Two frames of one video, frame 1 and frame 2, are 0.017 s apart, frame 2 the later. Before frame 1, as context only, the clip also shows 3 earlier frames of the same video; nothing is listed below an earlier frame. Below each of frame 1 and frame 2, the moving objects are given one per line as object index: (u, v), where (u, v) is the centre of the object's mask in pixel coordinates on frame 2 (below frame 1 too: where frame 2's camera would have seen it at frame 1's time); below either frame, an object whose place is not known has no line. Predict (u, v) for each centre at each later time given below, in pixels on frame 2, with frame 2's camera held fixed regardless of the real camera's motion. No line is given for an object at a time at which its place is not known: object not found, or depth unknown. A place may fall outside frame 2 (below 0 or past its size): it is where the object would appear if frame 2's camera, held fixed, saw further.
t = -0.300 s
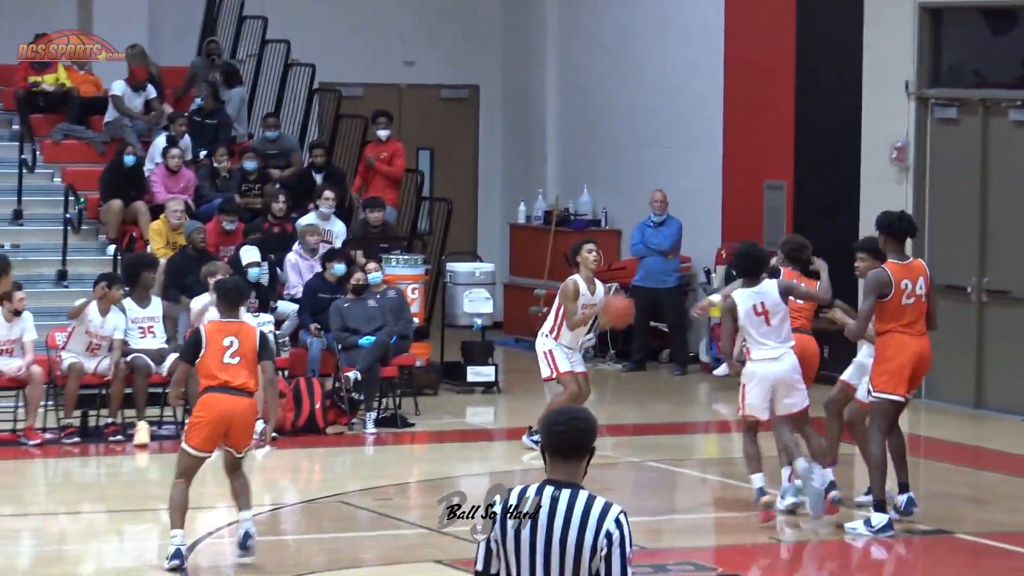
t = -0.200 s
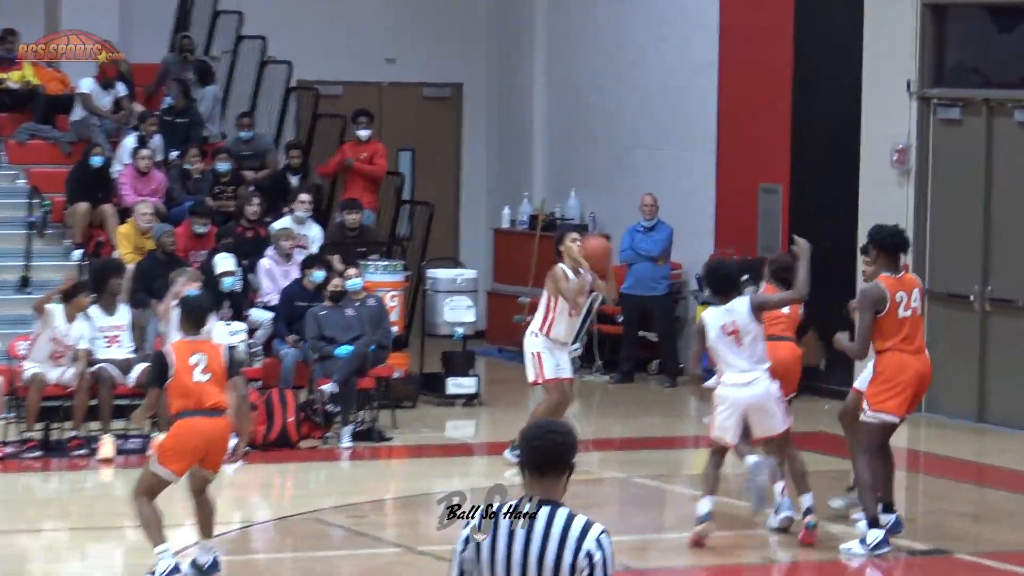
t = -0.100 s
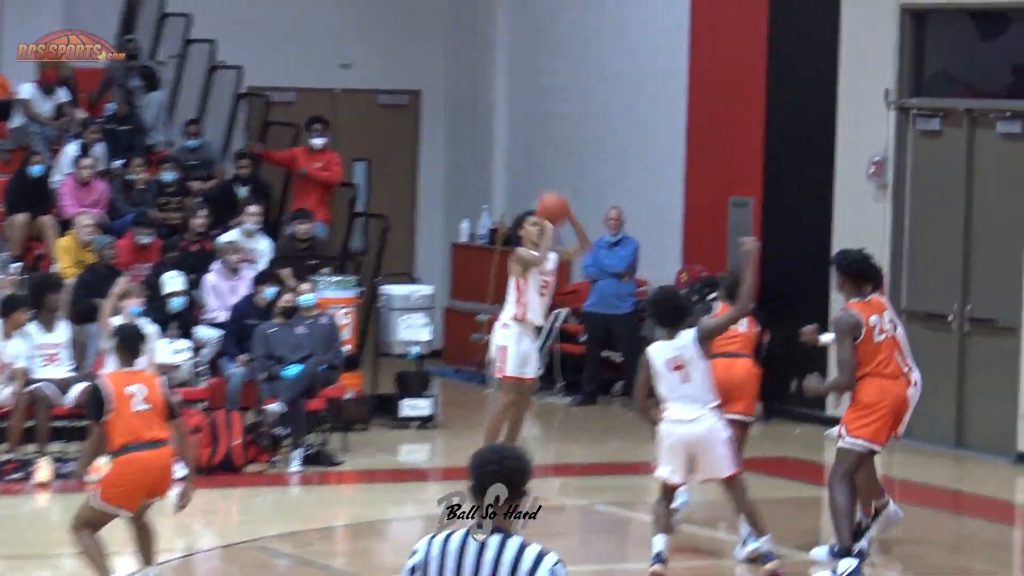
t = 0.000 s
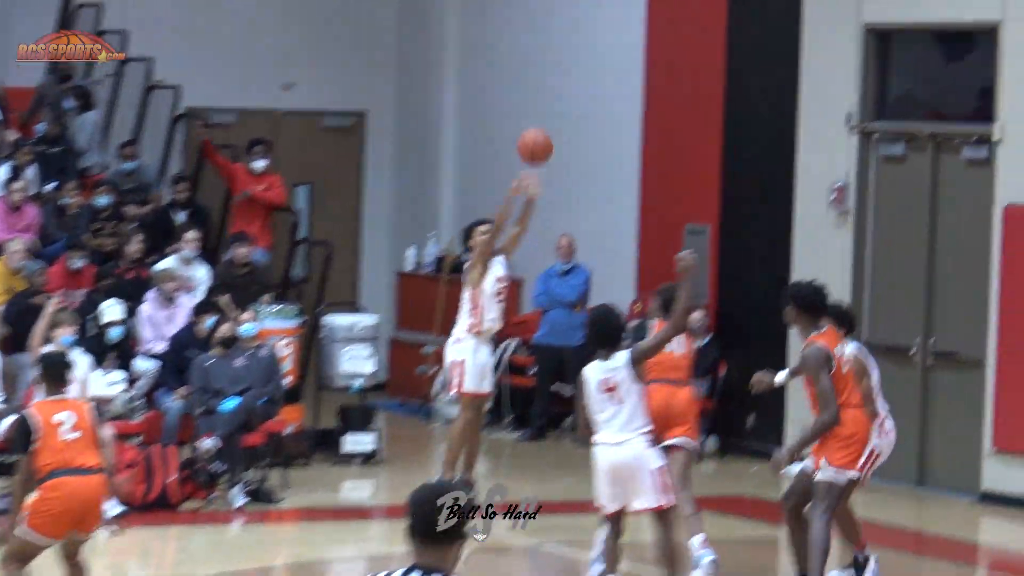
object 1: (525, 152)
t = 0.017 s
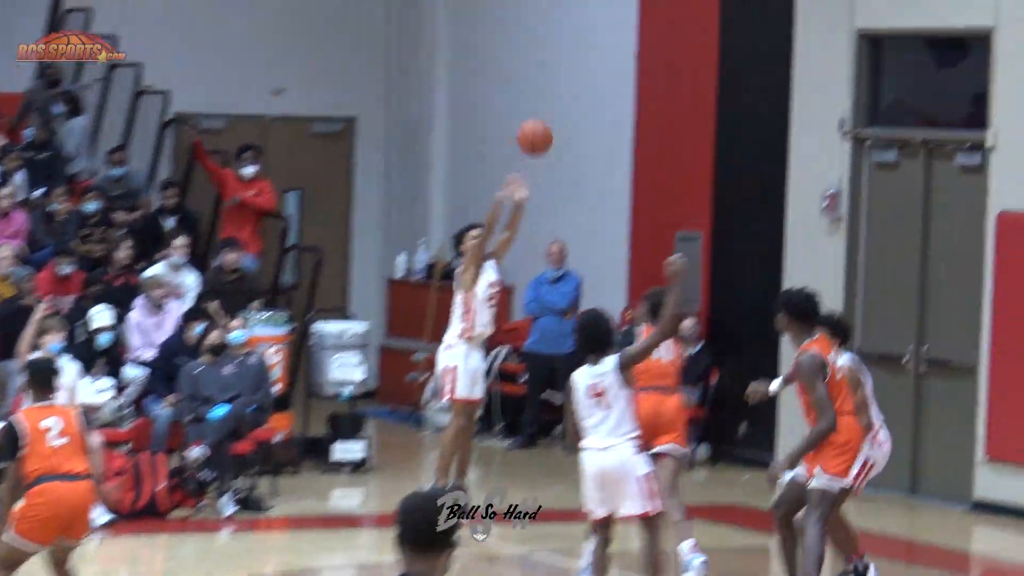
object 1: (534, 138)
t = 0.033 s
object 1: (543, 124)
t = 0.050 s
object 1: (551, 109)
